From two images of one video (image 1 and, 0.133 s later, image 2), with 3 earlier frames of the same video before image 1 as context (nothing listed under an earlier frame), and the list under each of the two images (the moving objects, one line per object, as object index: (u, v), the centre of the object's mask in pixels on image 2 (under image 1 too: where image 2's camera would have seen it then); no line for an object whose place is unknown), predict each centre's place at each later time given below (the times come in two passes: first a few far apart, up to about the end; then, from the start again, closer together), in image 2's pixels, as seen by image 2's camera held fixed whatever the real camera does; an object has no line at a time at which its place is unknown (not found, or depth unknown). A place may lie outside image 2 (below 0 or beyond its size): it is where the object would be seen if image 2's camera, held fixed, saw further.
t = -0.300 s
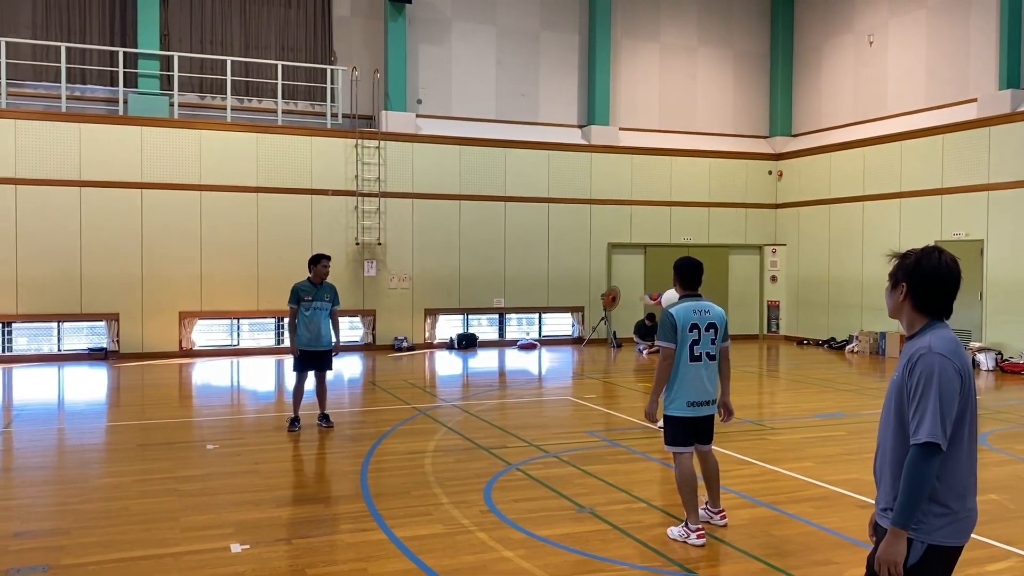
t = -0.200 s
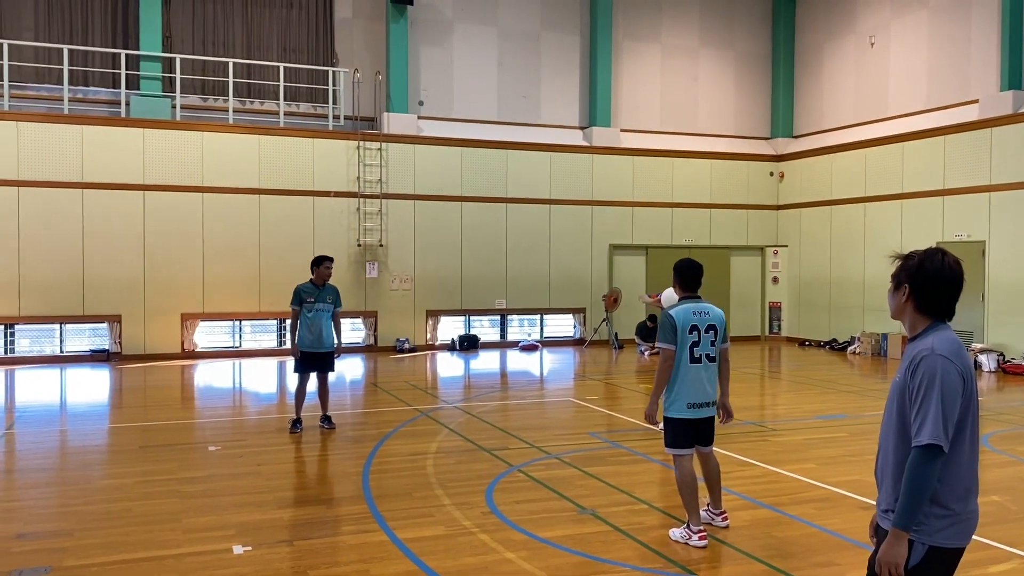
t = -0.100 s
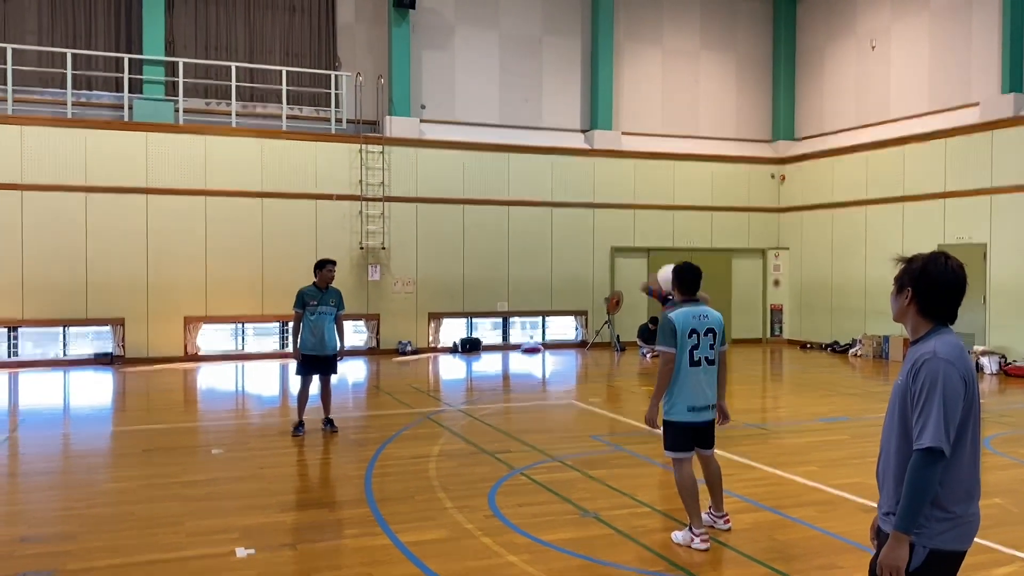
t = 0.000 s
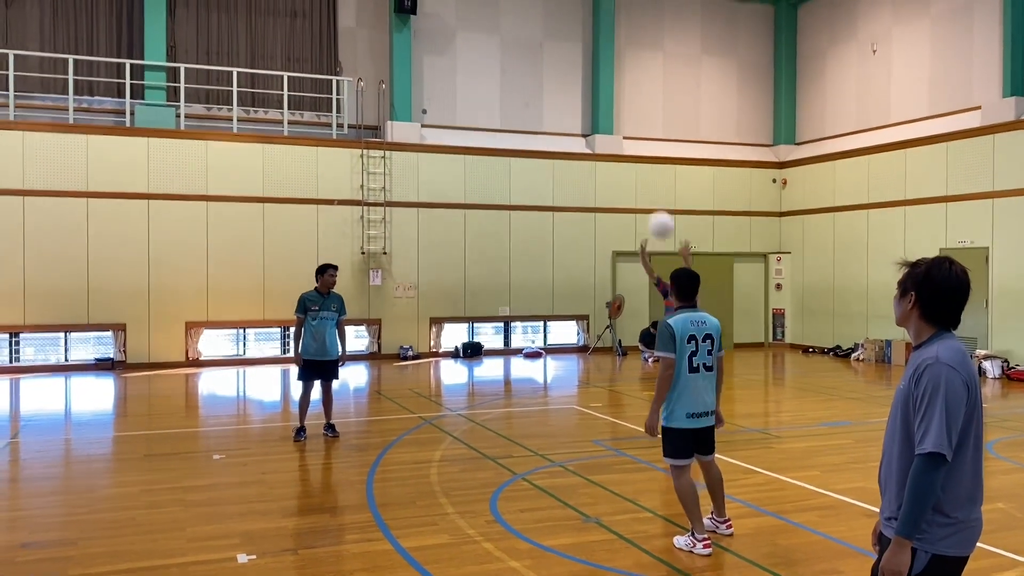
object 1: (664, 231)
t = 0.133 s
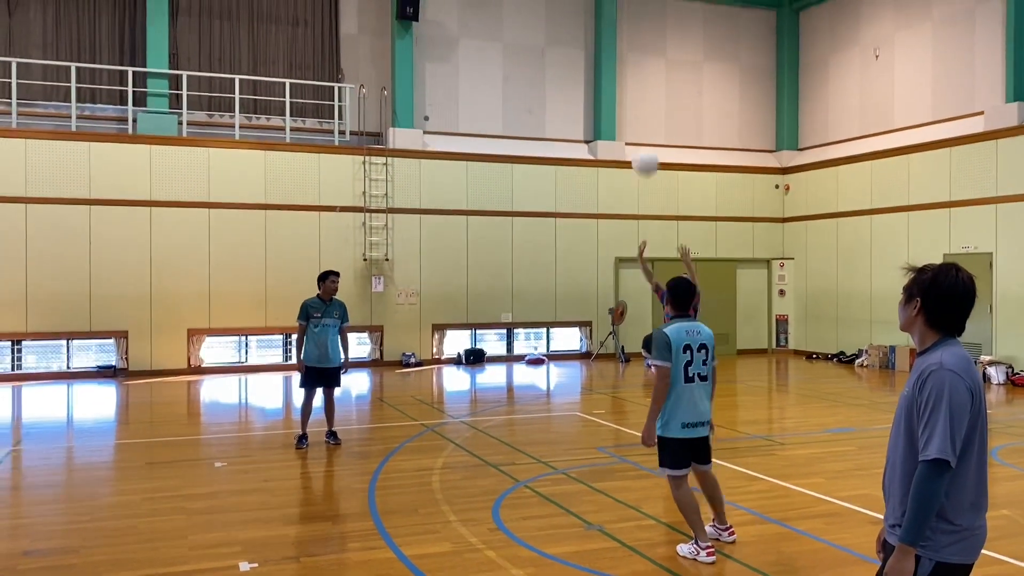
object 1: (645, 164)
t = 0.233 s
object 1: (631, 119)
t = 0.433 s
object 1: (598, 61)
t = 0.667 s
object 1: (555, 49)
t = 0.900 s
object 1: (509, 111)
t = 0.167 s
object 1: (640, 146)
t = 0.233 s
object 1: (631, 119)
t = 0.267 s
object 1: (625, 106)
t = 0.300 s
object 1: (620, 95)
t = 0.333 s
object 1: (615, 85)
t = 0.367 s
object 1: (609, 76)
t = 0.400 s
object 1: (604, 68)
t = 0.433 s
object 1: (598, 61)
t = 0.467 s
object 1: (592, 55)
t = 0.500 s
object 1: (586, 50)
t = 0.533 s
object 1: (581, 47)
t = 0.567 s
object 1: (575, 45)
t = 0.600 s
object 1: (568, 45)
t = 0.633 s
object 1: (562, 46)
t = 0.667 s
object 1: (555, 49)
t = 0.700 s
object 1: (549, 53)
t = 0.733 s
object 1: (542, 59)
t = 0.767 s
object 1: (535, 66)
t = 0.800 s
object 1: (529, 74)
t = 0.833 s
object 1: (522, 85)
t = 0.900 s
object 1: (509, 111)
